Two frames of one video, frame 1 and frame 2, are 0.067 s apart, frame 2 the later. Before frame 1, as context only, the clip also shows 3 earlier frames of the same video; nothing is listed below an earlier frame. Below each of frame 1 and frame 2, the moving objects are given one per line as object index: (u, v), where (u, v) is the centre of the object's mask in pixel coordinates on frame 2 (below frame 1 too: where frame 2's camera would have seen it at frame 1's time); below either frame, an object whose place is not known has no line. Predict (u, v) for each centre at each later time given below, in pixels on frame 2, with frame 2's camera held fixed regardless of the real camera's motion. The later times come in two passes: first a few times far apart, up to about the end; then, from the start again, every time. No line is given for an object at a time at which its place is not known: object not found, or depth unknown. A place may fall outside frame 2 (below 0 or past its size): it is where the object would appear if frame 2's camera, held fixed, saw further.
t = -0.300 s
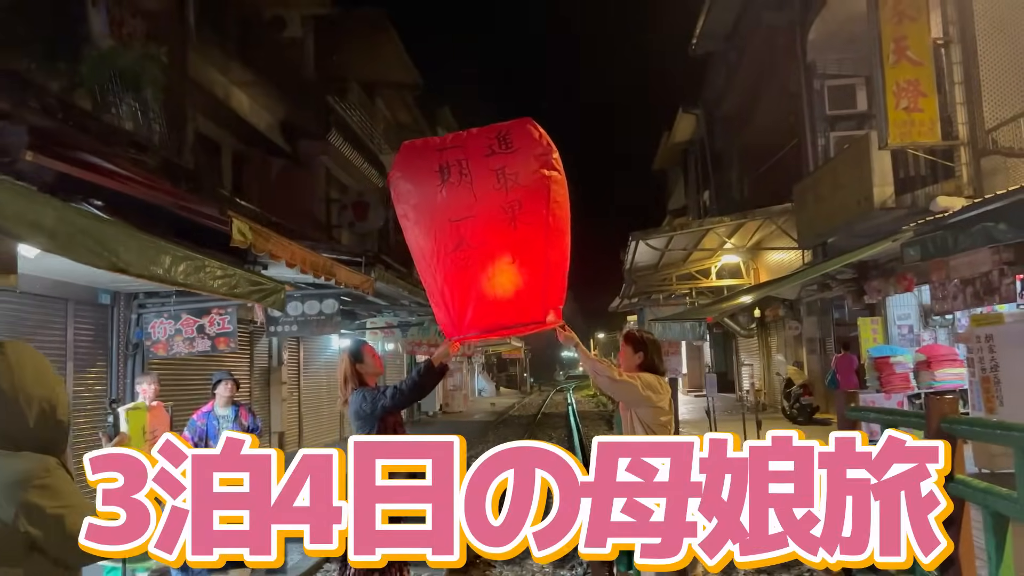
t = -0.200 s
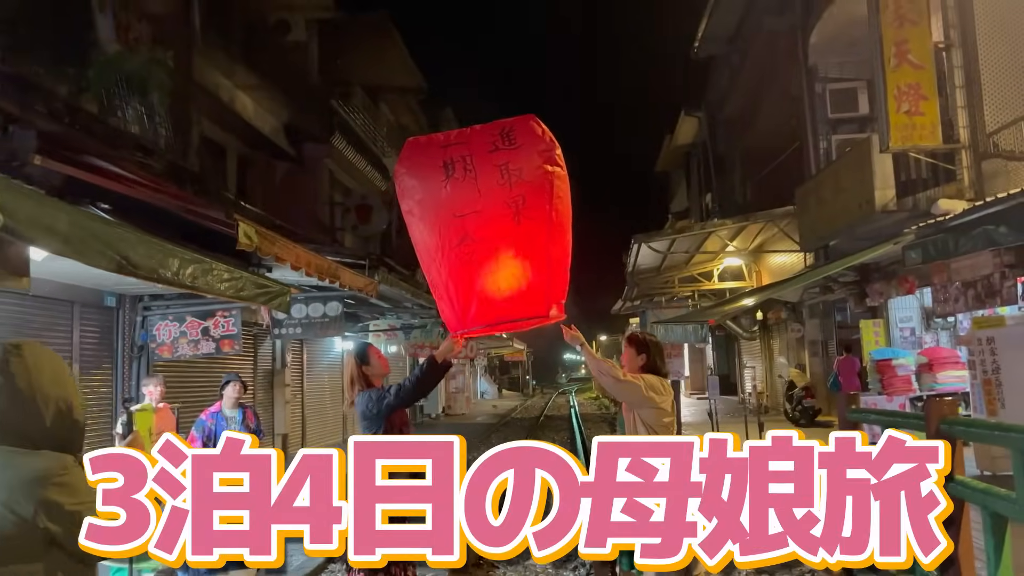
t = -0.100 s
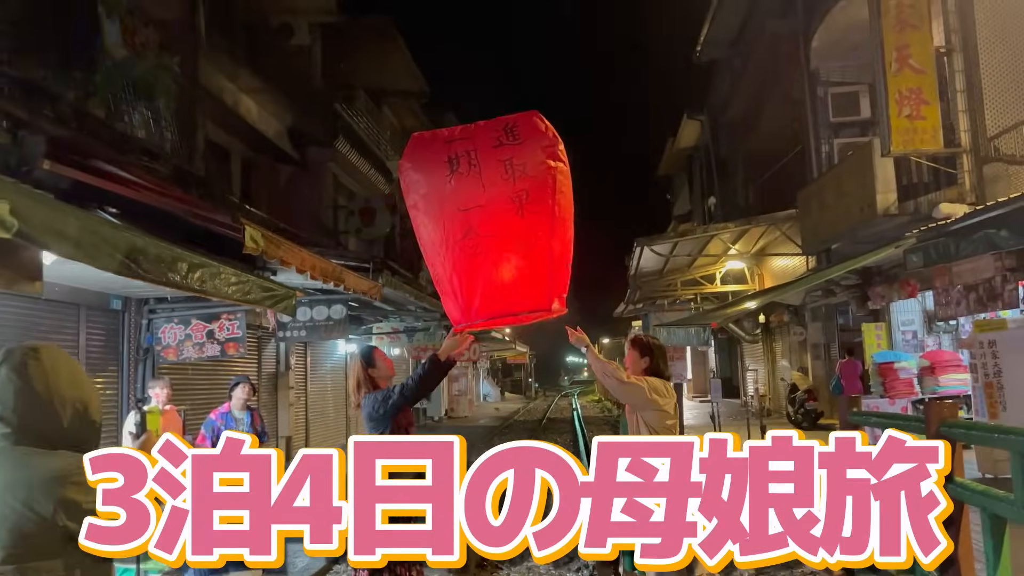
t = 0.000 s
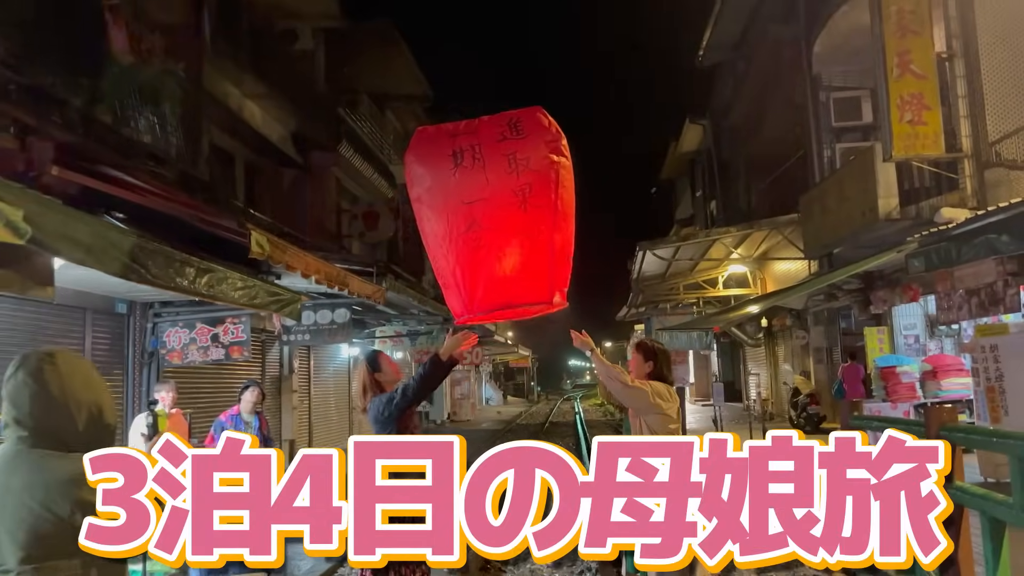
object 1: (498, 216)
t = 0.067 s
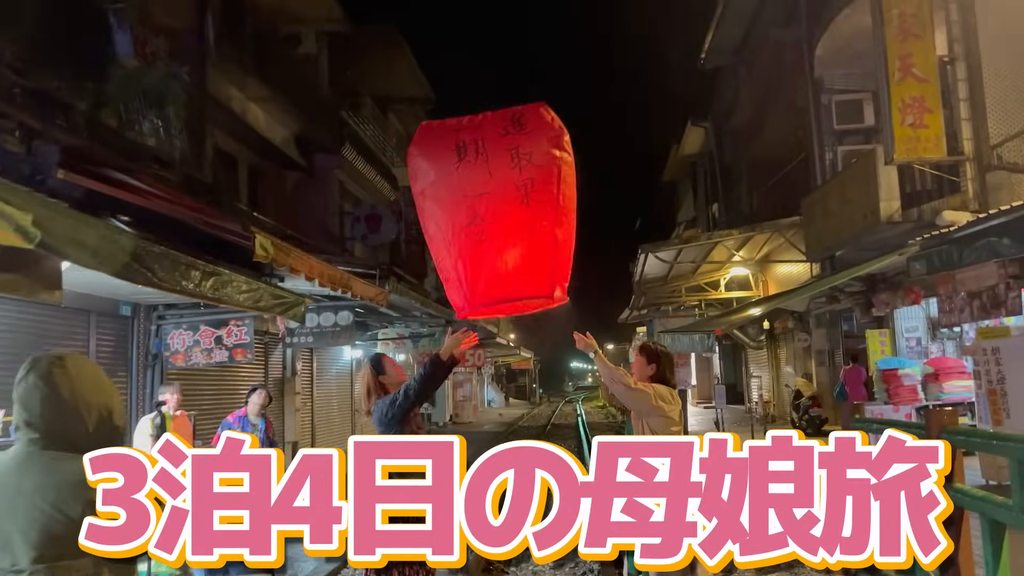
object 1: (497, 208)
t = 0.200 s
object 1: (496, 190)
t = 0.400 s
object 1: (493, 157)
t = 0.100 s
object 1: (497, 204)
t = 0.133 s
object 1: (496, 199)
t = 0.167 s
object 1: (496, 195)
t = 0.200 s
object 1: (496, 190)
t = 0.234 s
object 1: (496, 185)
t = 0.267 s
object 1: (495, 180)
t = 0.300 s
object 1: (495, 175)
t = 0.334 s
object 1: (494, 169)
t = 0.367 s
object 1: (493, 162)
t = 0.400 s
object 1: (493, 157)
